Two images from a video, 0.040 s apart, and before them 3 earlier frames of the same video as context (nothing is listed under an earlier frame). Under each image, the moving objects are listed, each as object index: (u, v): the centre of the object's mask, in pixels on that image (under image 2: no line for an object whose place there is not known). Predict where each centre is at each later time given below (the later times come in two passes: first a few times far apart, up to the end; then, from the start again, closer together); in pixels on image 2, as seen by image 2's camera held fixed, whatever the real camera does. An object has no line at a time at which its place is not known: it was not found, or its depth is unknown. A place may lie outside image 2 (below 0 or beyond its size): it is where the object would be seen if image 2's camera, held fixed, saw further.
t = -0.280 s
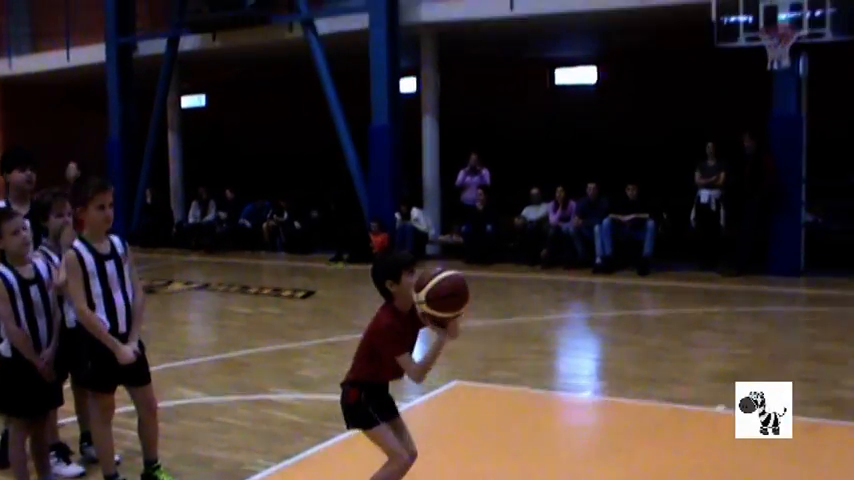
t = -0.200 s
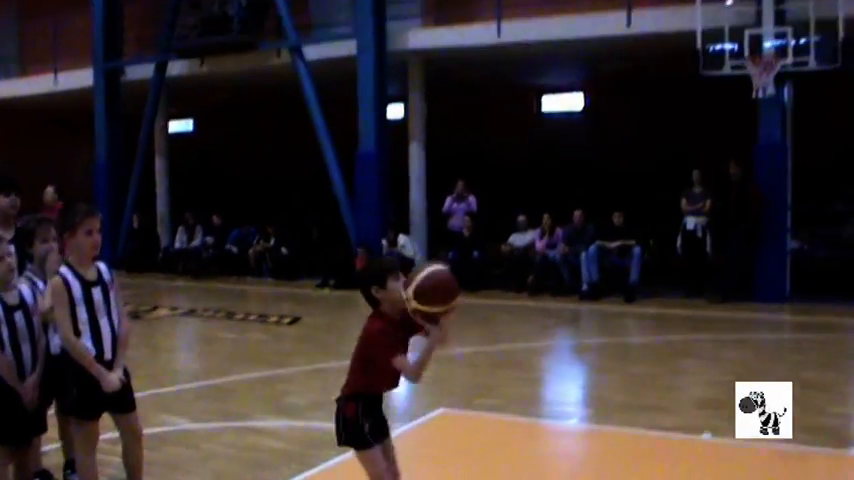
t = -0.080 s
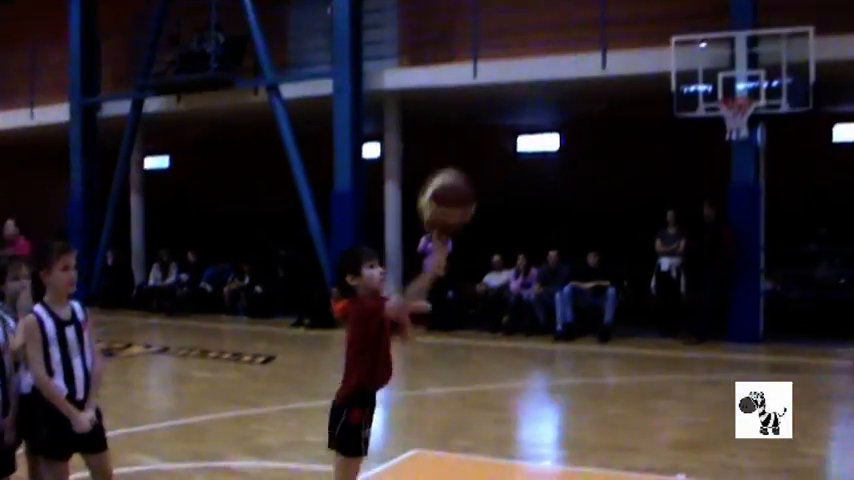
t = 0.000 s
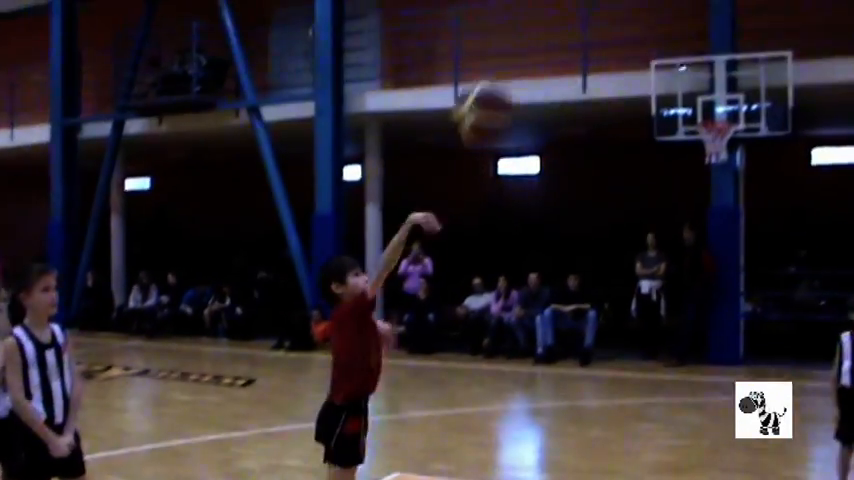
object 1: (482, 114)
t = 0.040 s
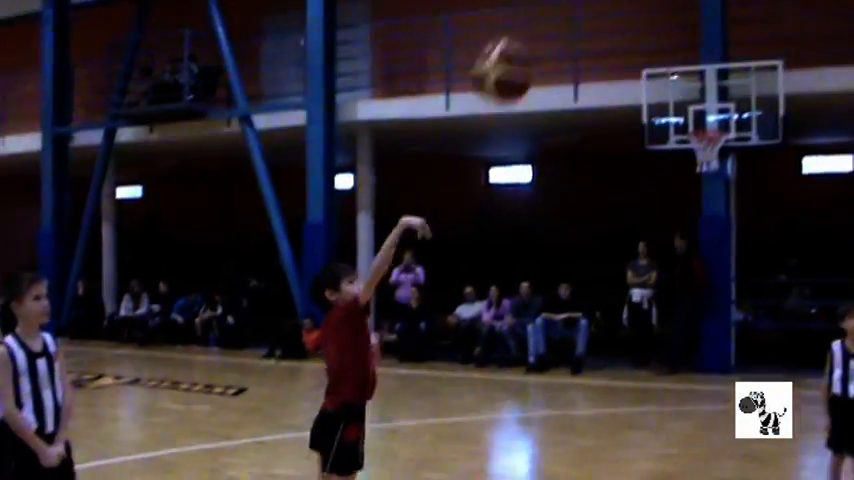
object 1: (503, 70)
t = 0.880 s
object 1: (955, 22)
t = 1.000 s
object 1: (916, 7)
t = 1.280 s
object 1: (901, 94)
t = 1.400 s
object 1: (891, 205)
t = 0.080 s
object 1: (533, 25)
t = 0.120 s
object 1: (563, -2)
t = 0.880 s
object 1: (955, 22)
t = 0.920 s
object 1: (943, 2)
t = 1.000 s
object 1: (916, 7)
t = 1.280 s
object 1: (901, 94)
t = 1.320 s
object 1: (899, 125)
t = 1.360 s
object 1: (893, 162)
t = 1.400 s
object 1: (891, 205)
